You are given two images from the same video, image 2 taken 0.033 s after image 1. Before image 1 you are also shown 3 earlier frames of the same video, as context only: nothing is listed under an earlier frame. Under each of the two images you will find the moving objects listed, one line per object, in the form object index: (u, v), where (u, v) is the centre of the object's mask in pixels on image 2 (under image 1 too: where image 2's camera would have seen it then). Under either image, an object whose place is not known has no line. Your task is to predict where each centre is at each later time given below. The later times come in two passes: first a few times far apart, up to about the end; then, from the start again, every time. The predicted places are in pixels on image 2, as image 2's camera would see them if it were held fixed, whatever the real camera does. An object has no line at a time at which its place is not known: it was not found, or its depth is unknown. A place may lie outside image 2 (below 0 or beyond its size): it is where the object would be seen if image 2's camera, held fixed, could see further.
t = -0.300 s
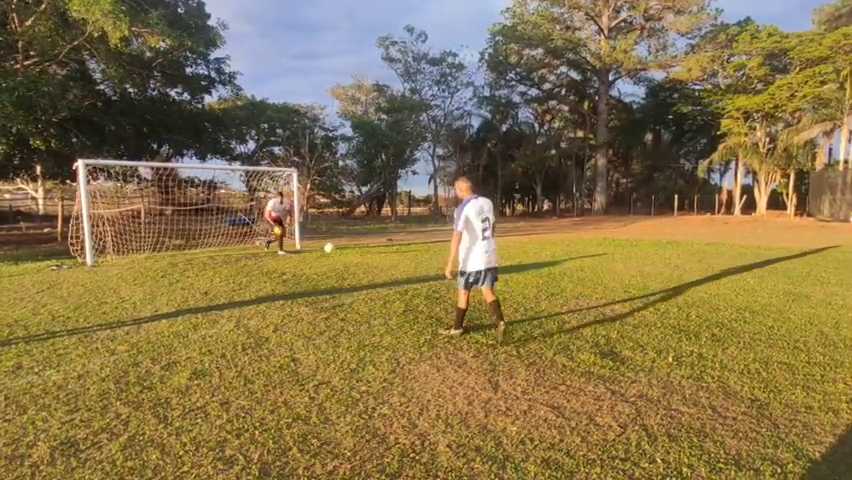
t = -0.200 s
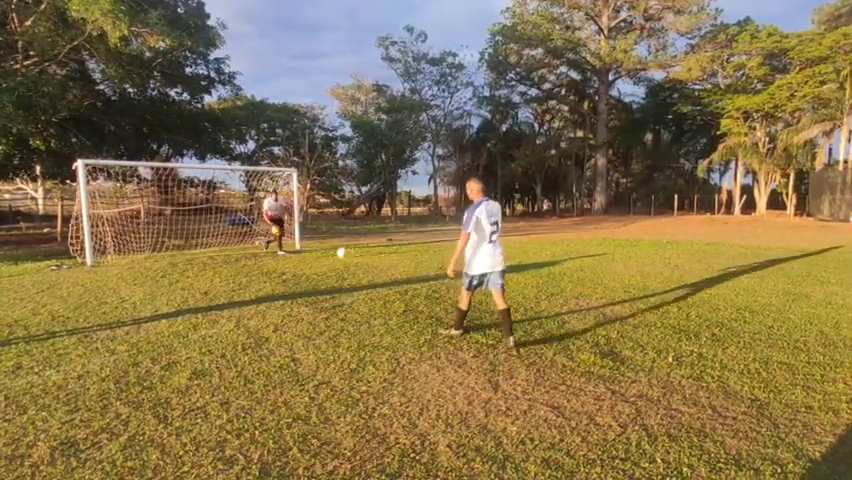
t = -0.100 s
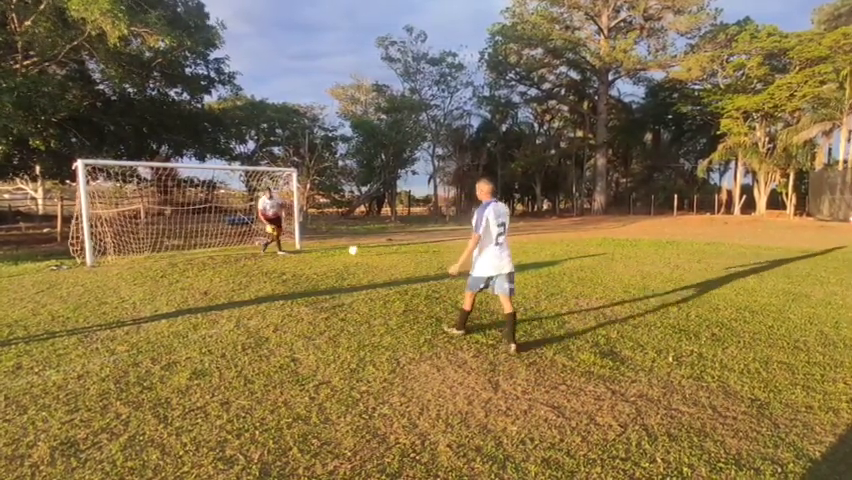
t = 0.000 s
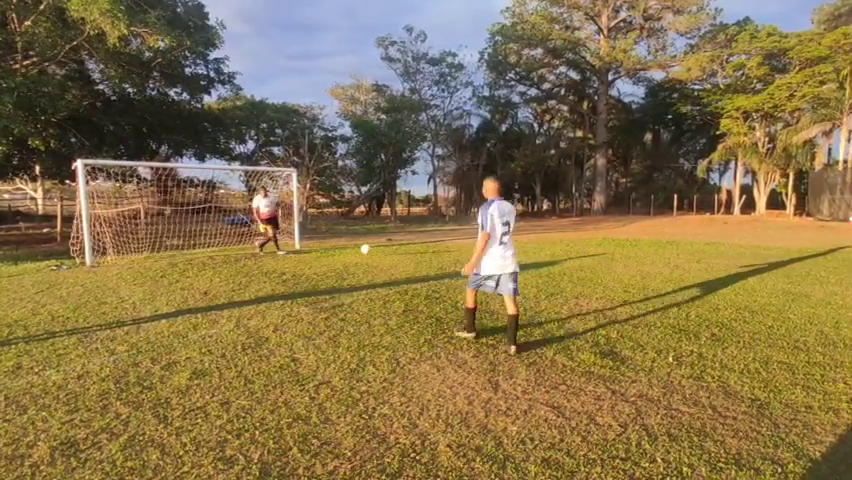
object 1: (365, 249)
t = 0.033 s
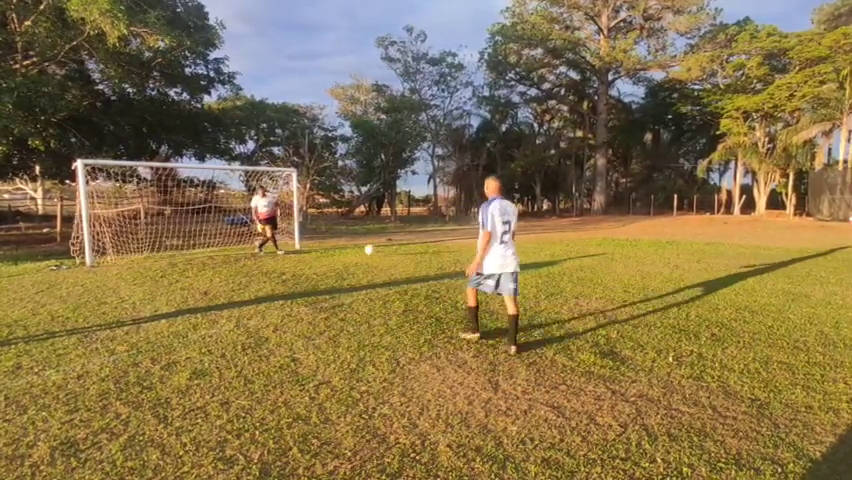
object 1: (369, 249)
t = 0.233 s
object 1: (392, 250)
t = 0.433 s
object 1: (415, 251)
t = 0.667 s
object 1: (439, 253)
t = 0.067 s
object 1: (373, 250)
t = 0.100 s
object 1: (377, 251)
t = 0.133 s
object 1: (380, 252)
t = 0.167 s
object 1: (384, 251)
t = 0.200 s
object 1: (388, 250)
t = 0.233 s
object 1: (392, 250)
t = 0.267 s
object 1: (396, 250)
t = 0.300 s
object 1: (400, 250)
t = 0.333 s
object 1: (403, 251)
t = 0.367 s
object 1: (407, 252)
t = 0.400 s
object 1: (411, 252)
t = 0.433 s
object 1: (415, 251)
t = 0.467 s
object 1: (418, 250)
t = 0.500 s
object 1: (421, 250)
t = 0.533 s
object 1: (425, 250)
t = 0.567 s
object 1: (428, 250)
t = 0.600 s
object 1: (432, 252)
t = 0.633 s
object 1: (435, 253)
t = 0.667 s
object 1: (439, 253)
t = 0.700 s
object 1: (443, 253)
